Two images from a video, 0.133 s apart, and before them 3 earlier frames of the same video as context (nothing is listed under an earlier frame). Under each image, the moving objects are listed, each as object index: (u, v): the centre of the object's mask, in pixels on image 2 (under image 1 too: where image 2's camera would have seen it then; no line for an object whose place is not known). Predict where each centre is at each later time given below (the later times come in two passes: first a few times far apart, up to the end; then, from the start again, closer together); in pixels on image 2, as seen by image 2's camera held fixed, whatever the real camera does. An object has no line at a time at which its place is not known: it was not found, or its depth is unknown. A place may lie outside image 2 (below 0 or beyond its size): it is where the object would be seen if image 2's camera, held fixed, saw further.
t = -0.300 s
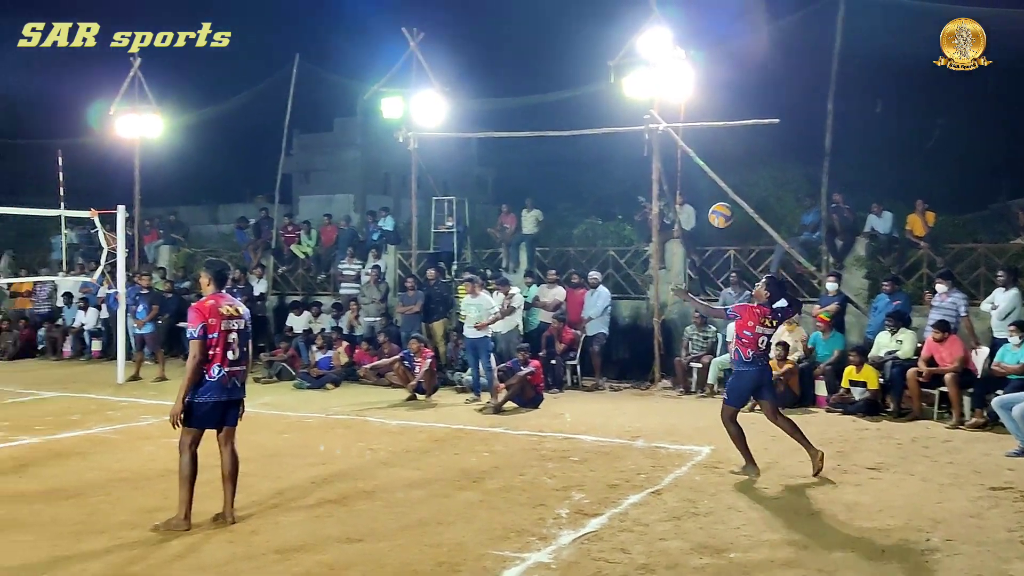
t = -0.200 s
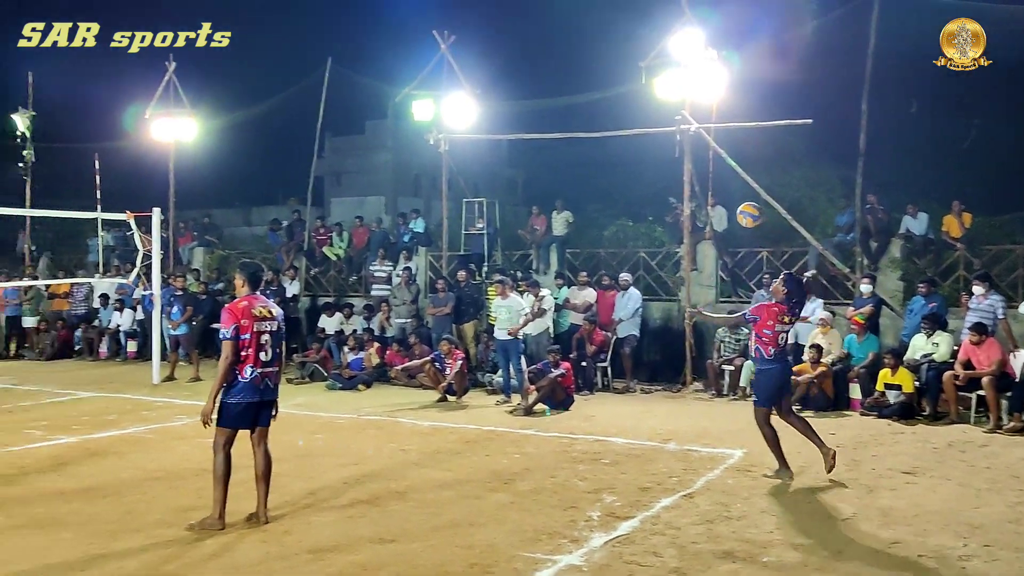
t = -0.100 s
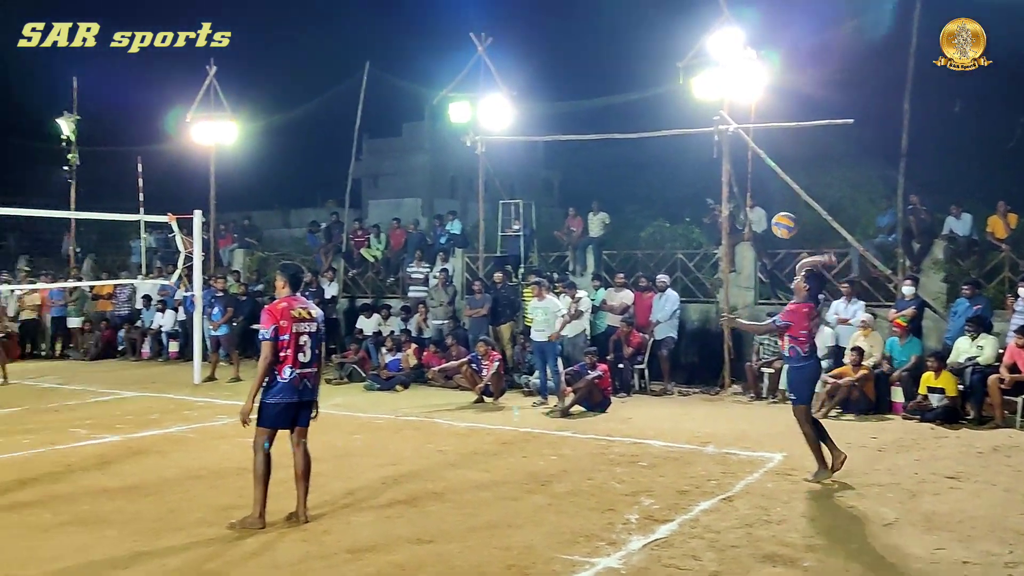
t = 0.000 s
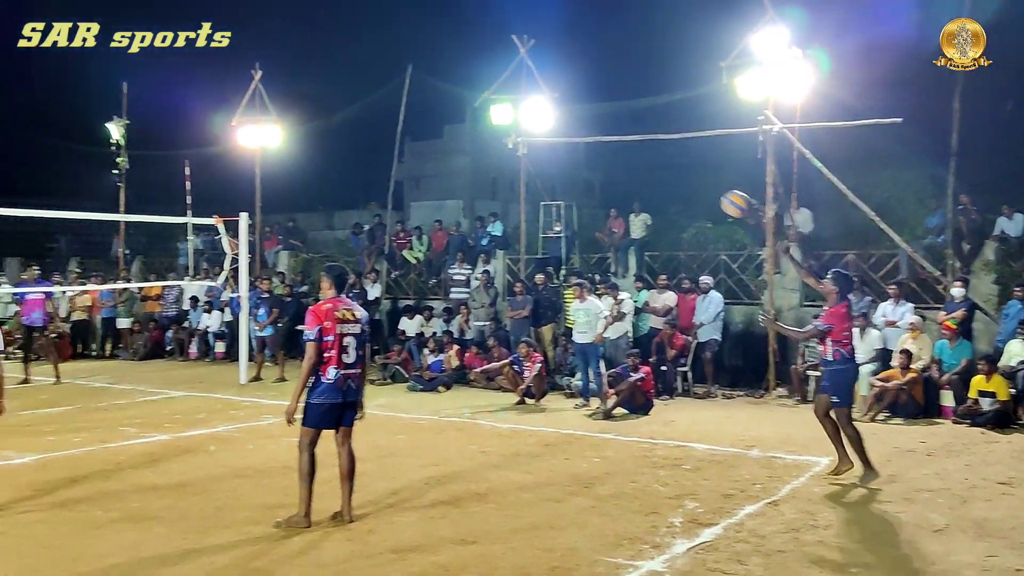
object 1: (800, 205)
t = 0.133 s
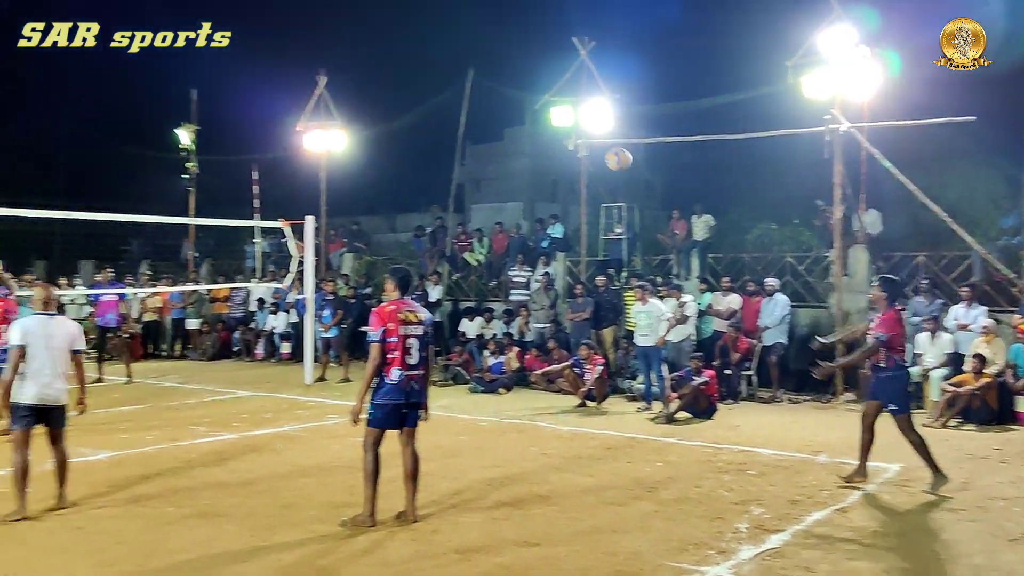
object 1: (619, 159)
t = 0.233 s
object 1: (504, 139)
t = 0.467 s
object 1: (283, 132)
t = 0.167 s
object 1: (578, 151)
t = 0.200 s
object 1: (540, 145)
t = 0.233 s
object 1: (504, 139)
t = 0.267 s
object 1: (469, 135)
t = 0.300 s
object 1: (436, 132)
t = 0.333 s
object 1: (402, 130)
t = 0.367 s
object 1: (371, 129)
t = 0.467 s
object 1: (283, 132)
